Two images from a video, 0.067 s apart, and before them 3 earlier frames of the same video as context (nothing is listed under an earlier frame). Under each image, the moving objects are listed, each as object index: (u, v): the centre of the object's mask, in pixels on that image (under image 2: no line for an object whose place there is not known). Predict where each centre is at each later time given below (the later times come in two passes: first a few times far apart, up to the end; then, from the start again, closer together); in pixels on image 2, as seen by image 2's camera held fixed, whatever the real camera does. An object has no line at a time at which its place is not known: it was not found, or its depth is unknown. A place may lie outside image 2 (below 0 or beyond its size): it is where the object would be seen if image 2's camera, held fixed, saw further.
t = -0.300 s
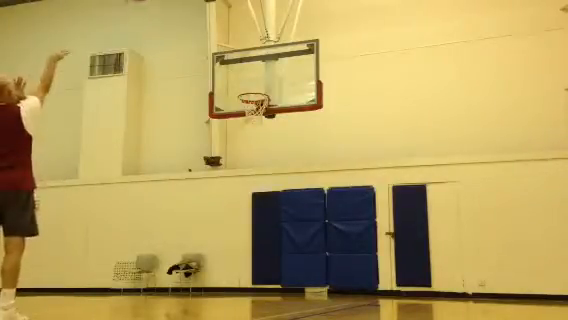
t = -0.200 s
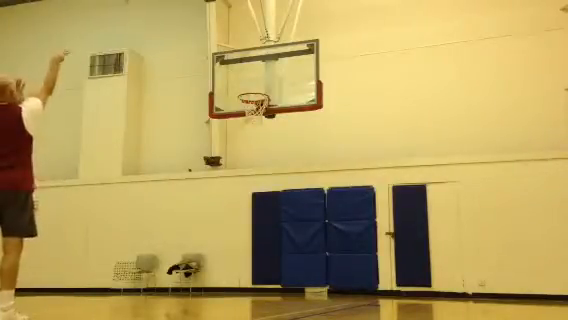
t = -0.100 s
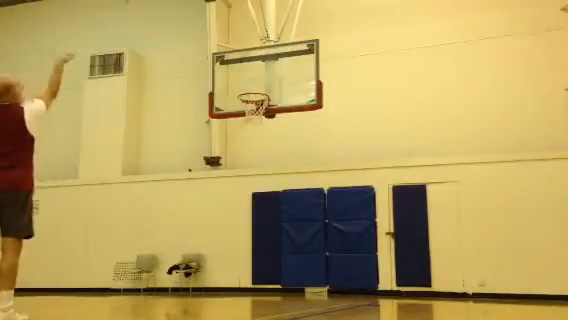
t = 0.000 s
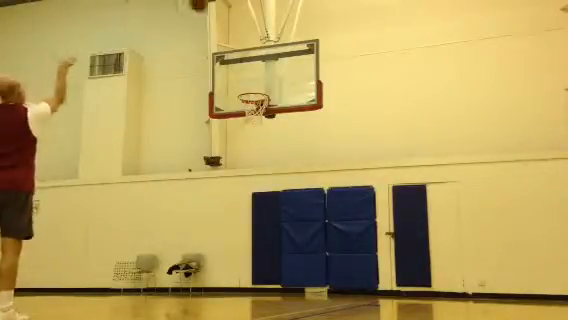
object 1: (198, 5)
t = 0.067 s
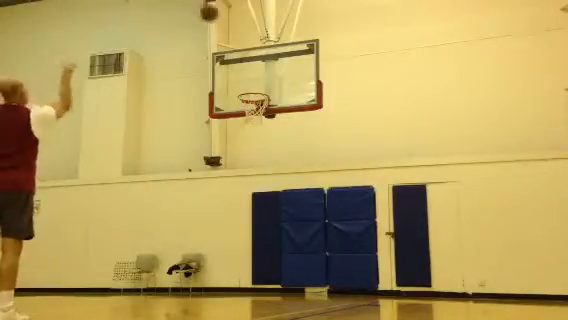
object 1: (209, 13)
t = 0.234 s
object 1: (230, 49)
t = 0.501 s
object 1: (238, 71)
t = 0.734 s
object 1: (225, 70)
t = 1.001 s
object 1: (205, 117)
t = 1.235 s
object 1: (185, 216)
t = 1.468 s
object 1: (169, 247)
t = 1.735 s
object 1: (162, 167)
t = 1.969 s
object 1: (154, 145)
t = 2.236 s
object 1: (140, 182)
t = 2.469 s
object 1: (122, 284)
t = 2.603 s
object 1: (118, 261)
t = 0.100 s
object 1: (214, 19)
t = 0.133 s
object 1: (218, 26)
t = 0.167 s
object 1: (222, 33)
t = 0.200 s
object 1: (226, 40)
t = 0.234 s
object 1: (230, 49)
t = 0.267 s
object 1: (235, 58)
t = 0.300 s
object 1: (238, 70)
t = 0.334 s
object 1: (241, 77)
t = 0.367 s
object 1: (244, 86)
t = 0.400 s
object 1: (243, 82)
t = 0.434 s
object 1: (242, 78)
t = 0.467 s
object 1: (240, 74)
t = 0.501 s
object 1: (238, 71)
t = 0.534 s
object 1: (237, 70)
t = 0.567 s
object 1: (235, 69)
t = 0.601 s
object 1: (233, 67)
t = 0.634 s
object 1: (231, 67)
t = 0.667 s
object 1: (229, 67)
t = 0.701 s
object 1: (227, 68)
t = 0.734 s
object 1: (225, 70)
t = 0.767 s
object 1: (223, 72)
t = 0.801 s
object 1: (221, 76)
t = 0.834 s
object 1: (219, 80)
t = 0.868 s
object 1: (217, 85)
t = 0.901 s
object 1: (215, 90)
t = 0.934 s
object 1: (211, 99)
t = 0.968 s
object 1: (208, 105)
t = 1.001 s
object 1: (205, 117)
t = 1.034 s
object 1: (204, 126)
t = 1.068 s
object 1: (201, 138)
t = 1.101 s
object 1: (198, 150)
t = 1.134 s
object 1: (195, 164)
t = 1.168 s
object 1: (192, 180)
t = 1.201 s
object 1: (189, 199)
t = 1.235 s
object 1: (185, 216)
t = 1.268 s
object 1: (181, 236)
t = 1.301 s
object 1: (179, 258)
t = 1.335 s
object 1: (173, 282)
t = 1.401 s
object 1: (169, 279)
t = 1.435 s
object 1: (168, 264)
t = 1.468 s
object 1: (169, 247)
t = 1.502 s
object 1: (168, 234)
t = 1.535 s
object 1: (168, 223)
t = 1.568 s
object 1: (167, 210)
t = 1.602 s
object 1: (166, 199)
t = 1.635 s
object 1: (165, 189)
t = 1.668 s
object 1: (164, 180)
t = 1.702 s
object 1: (163, 173)
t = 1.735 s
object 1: (162, 167)
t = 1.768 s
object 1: (161, 160)
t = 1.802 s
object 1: (160, 156)
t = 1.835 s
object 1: (159, 152)
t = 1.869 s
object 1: (158, 149)
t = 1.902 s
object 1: (156, 147)
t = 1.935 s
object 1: (155, 145)
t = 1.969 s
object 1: (154, 145)
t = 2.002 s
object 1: (152, 146)
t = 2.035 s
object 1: (150, 148)
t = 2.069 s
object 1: (149, 151)
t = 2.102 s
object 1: (147, 155)
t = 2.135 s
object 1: (146, 160)
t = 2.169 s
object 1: (144, 166)
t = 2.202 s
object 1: (142, 174)
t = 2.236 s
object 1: (140, 182)
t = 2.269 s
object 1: (138, 193)
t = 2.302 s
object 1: (136, 204)
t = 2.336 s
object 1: (133, 217)
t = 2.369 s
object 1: (130, 232)
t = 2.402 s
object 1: (128, 247)
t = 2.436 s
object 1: (125, 267)
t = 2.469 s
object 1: (122, 284)
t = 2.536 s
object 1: (118, 285)
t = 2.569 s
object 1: (118, 273)
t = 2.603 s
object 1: (118, 261)
